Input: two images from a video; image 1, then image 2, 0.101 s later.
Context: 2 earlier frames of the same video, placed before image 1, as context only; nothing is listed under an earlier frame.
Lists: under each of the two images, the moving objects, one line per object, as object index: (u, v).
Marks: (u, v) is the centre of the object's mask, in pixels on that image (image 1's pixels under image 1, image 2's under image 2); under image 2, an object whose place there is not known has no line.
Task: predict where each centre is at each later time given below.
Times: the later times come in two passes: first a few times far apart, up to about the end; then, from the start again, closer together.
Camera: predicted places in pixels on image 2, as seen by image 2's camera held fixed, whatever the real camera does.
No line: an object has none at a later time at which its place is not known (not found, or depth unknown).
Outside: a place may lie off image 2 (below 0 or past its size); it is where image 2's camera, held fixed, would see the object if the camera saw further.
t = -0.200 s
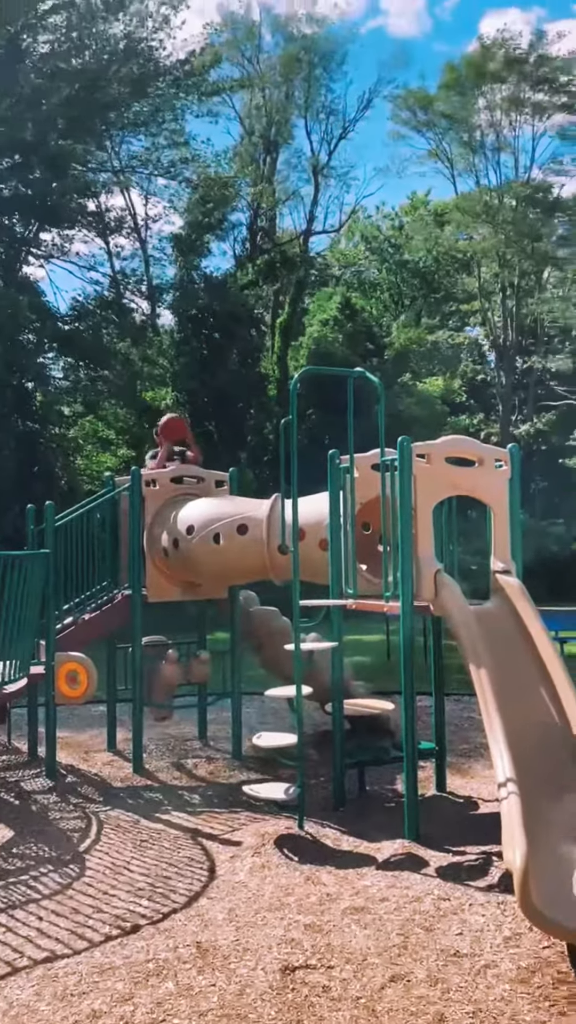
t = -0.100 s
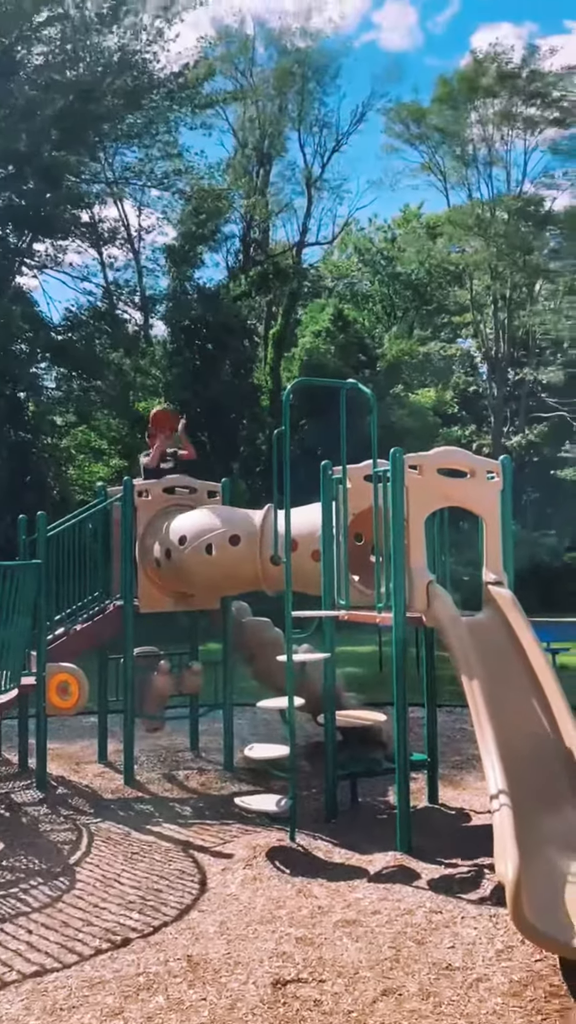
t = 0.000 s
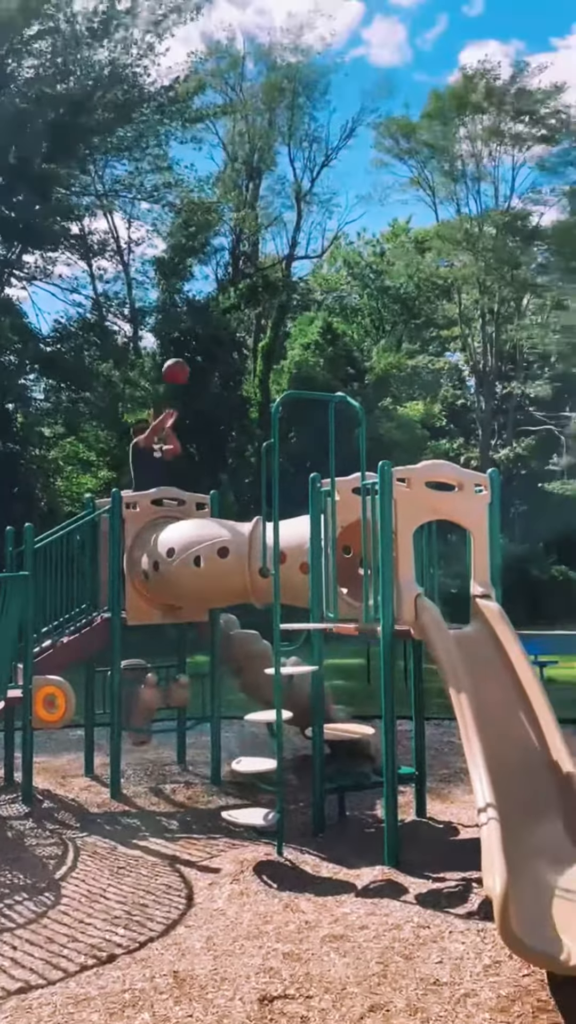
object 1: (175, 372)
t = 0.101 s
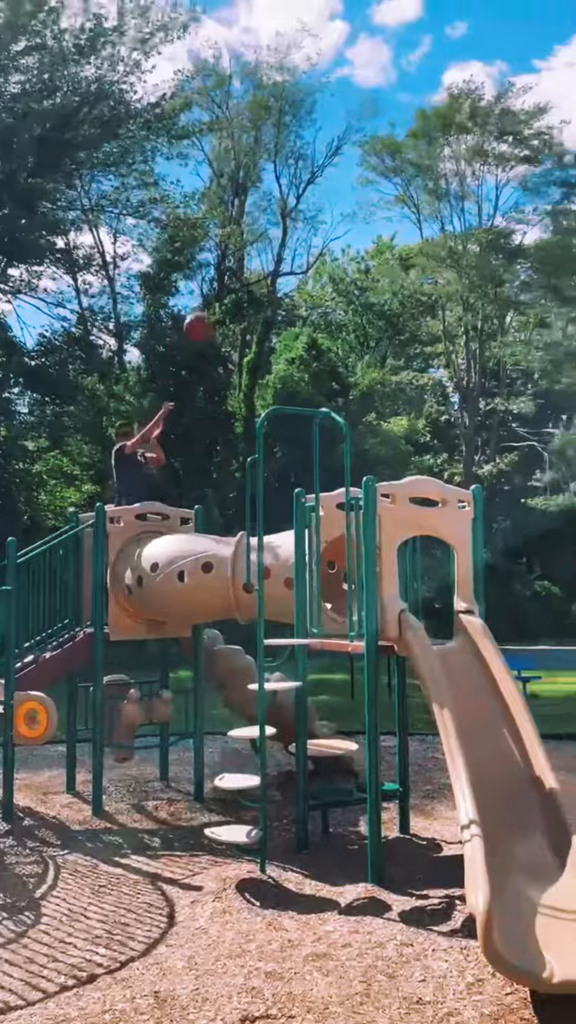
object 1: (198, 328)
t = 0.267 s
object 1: (273, 241)
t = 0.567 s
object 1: (457, 141)
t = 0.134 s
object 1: (212, 312)
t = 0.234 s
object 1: (256, 259)
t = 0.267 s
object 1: (273, 241)
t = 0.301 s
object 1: (290, 226)
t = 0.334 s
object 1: (307, 211)
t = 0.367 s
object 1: (326, 198)
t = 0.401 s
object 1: (345, 185)
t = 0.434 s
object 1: (365, 173)
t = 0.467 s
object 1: (386, 162)
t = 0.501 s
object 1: (408, 154)
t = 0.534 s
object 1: (431, 147)
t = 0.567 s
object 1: (457, 141)
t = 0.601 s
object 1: (483, 136)
